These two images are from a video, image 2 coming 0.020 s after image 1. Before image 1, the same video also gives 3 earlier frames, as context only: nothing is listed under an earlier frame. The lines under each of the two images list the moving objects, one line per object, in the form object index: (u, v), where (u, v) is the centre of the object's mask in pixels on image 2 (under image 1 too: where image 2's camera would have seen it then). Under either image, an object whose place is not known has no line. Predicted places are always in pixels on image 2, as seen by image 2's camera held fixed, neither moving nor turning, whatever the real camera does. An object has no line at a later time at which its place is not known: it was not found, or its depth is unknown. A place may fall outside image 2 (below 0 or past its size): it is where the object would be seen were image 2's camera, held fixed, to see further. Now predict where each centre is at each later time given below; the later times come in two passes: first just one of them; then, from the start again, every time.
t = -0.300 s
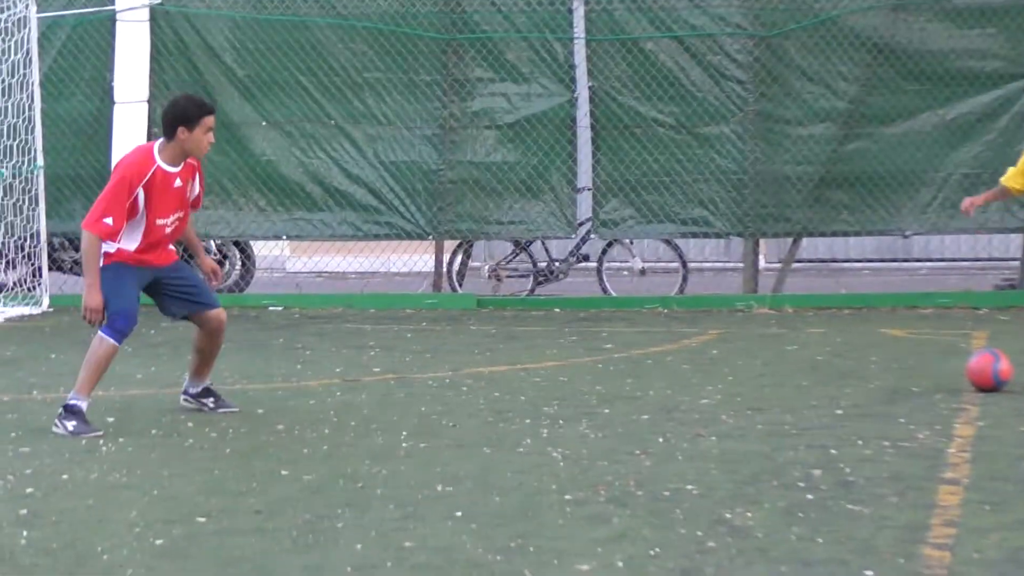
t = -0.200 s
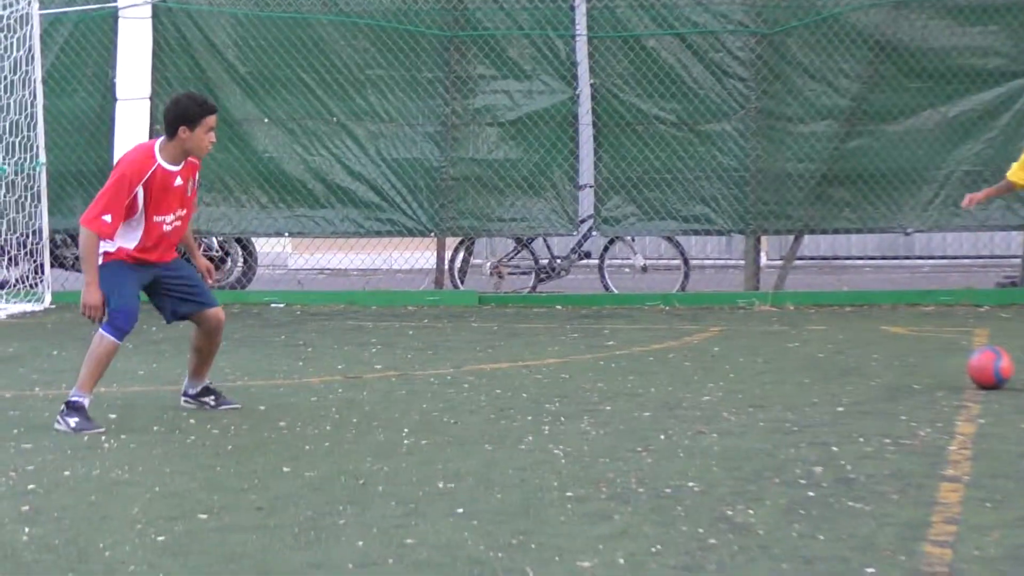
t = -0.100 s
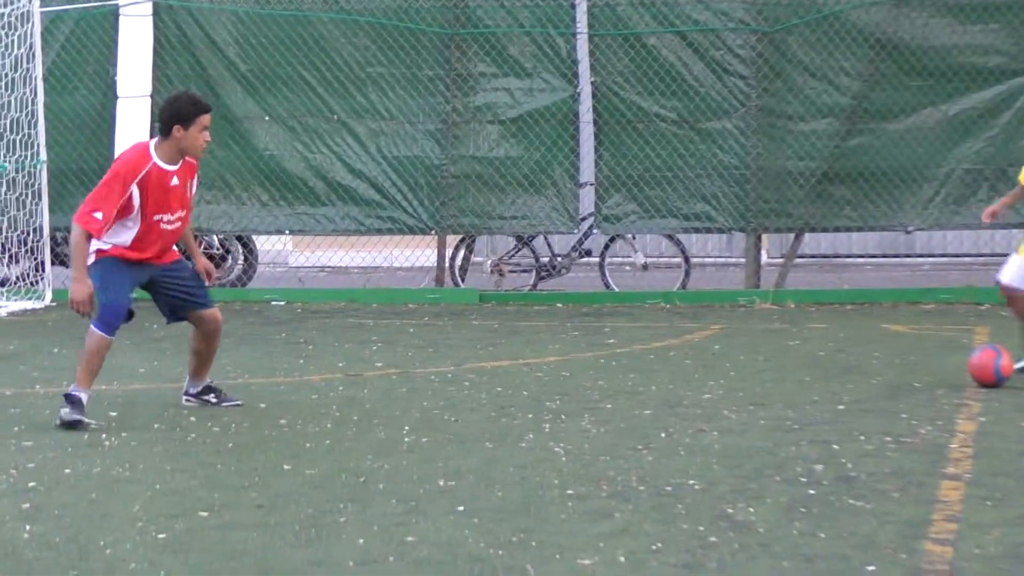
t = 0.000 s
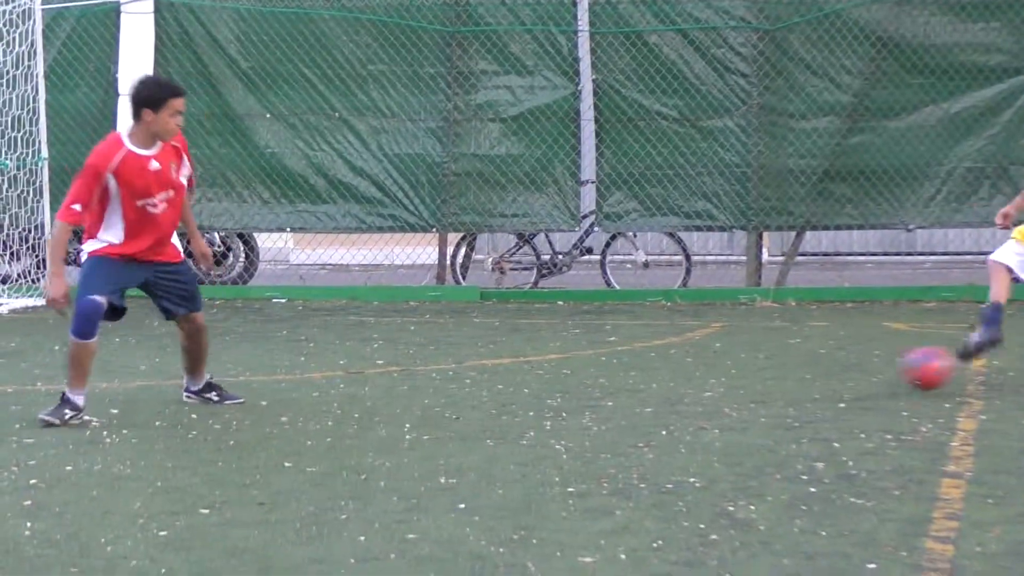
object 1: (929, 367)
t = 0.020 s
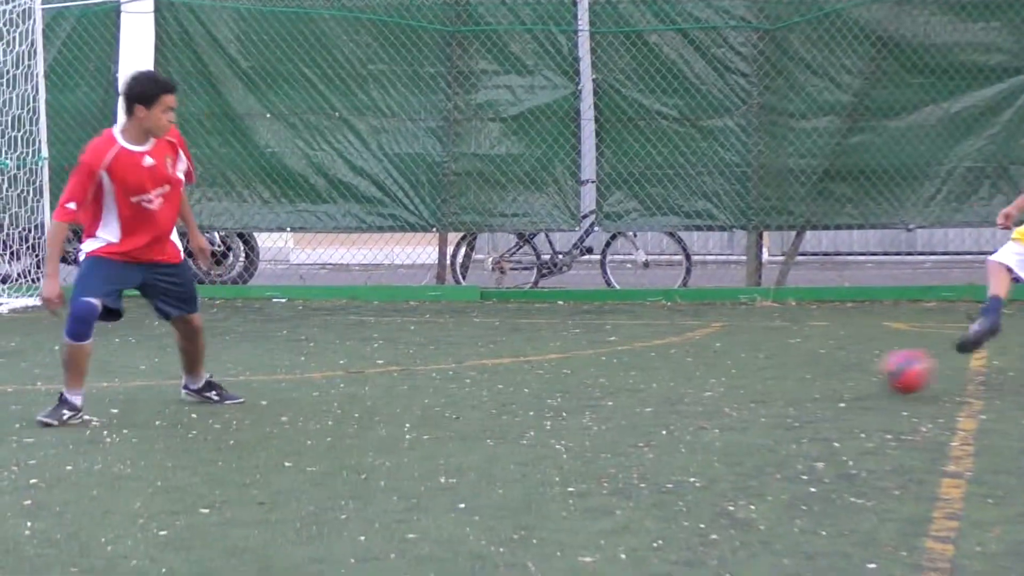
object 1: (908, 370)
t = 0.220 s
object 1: (685, 410)
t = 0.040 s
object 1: (886, 374)
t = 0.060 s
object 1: (861, 380)
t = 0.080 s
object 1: (841, 386)
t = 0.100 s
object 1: (818, 390)
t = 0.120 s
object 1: (797, 391)
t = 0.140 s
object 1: (775, 392)
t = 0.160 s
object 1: (755, 396)
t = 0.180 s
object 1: (733, 399)
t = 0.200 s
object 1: (708, 405)
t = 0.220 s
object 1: (685, 410)
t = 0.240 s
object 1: (665, 413)
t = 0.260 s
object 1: (642, 417)
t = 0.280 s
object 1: (618, 421)
